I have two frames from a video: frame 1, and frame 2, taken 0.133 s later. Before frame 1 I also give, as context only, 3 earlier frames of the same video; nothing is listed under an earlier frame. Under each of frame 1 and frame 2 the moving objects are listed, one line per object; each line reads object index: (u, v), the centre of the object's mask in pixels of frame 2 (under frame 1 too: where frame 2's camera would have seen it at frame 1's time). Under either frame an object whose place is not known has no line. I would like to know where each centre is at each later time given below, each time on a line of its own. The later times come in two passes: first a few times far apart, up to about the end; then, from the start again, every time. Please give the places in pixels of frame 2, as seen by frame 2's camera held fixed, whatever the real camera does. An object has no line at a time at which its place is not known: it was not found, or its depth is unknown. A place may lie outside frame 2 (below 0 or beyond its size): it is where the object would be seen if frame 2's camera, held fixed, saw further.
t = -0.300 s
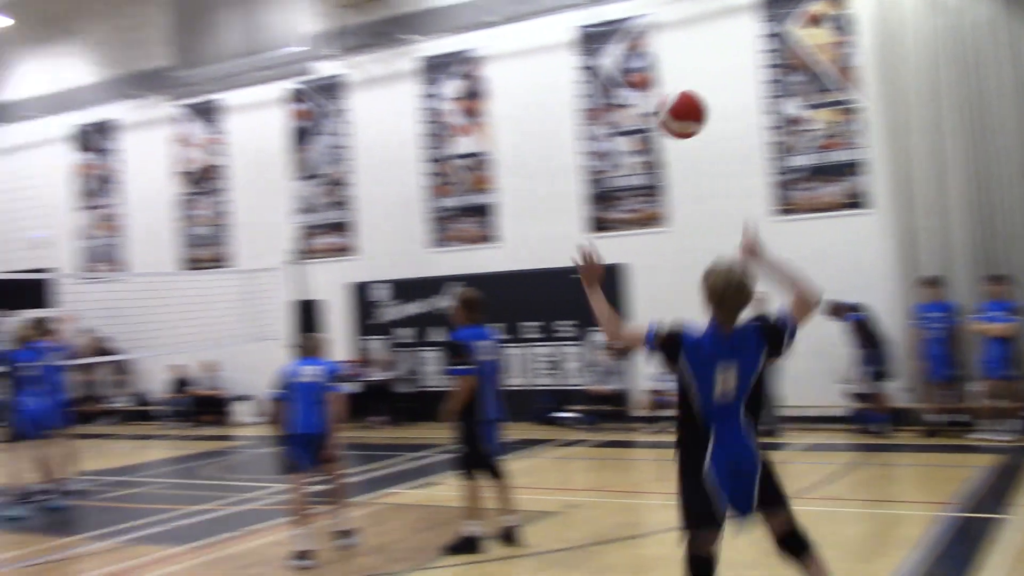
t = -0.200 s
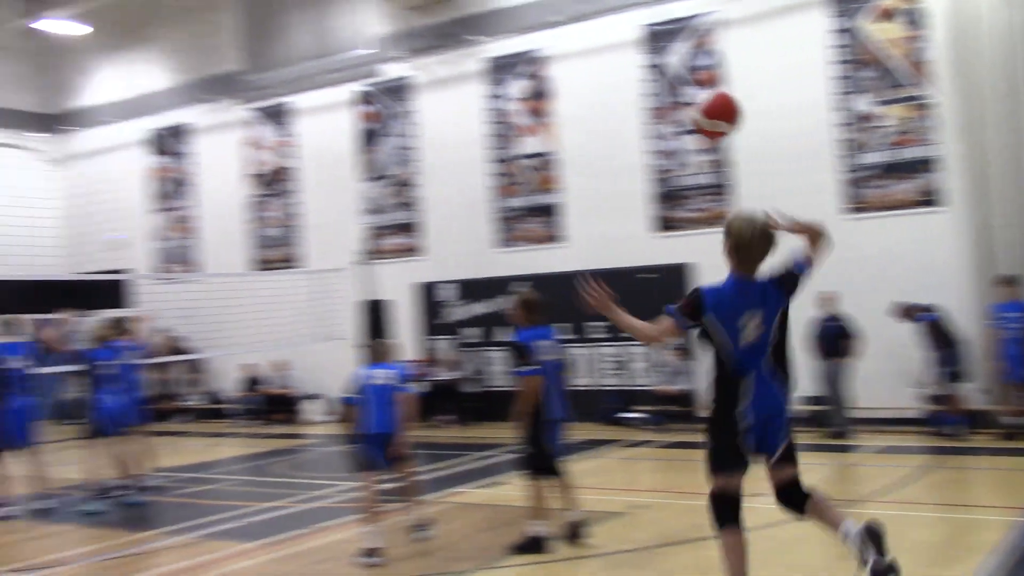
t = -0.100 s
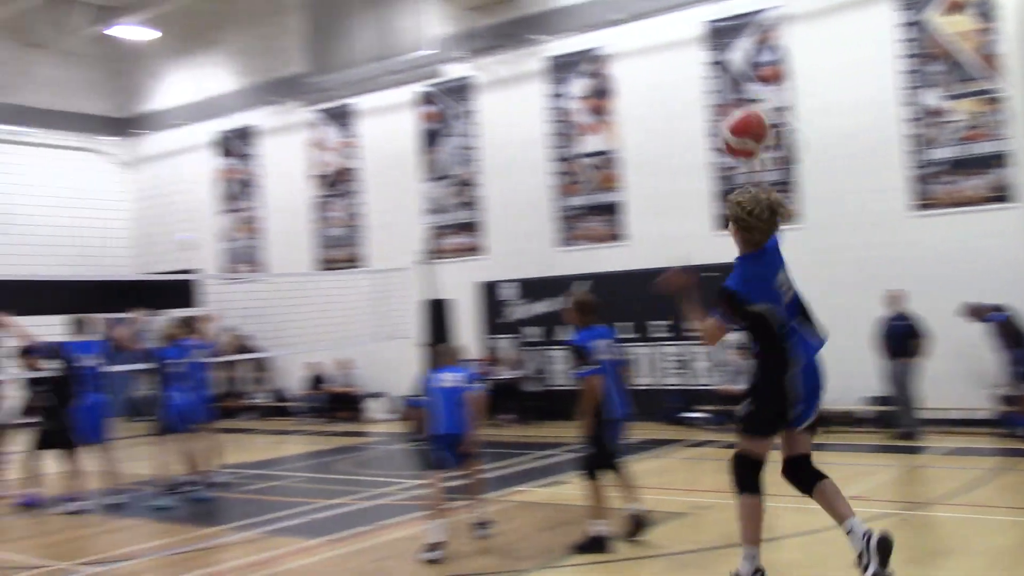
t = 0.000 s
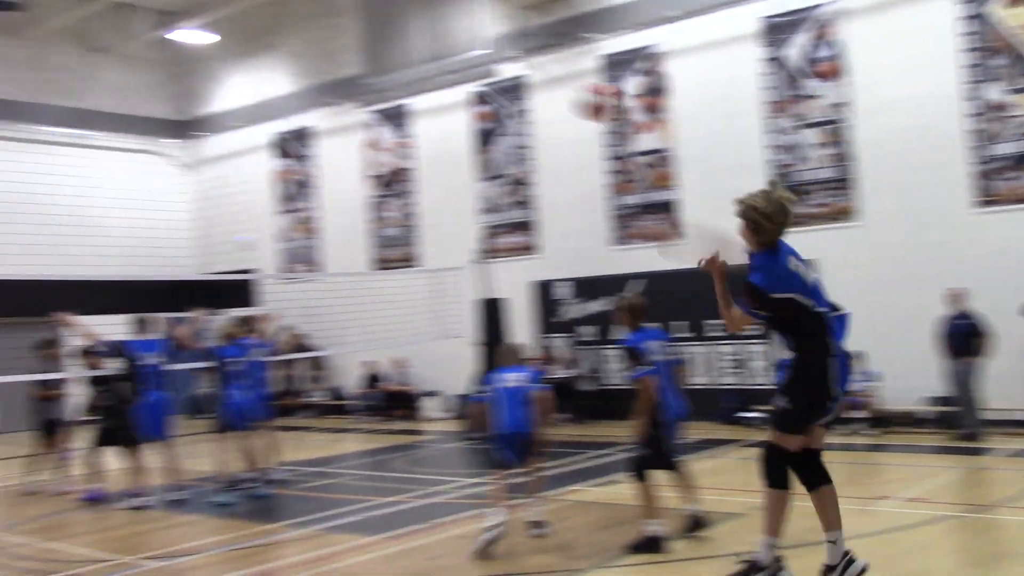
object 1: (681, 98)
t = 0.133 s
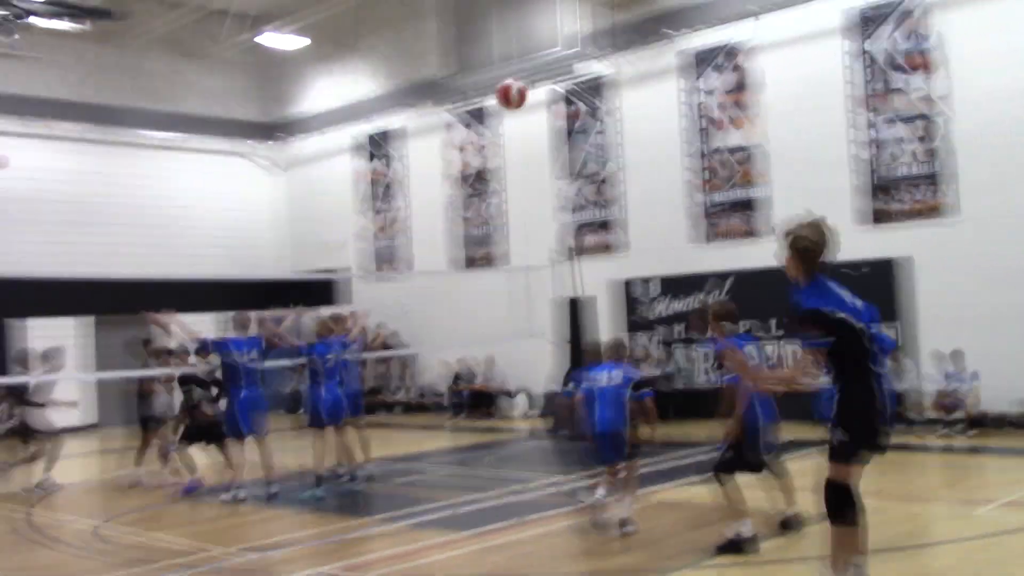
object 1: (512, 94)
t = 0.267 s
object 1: (414, 112)
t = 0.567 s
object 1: (298, 189)
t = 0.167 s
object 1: (484, 97)
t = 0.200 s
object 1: (458, 100)
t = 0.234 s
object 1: (435, 105)
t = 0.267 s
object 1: (414, 112)
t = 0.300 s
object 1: (396, 118)
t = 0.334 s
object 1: (378, 126)
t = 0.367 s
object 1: (363, 135)
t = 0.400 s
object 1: (348, 143)
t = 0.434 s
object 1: (336, 152)
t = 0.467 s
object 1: (325, 161)
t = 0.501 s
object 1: (314, 170)
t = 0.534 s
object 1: (306, 179)
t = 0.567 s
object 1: (298, 189)
